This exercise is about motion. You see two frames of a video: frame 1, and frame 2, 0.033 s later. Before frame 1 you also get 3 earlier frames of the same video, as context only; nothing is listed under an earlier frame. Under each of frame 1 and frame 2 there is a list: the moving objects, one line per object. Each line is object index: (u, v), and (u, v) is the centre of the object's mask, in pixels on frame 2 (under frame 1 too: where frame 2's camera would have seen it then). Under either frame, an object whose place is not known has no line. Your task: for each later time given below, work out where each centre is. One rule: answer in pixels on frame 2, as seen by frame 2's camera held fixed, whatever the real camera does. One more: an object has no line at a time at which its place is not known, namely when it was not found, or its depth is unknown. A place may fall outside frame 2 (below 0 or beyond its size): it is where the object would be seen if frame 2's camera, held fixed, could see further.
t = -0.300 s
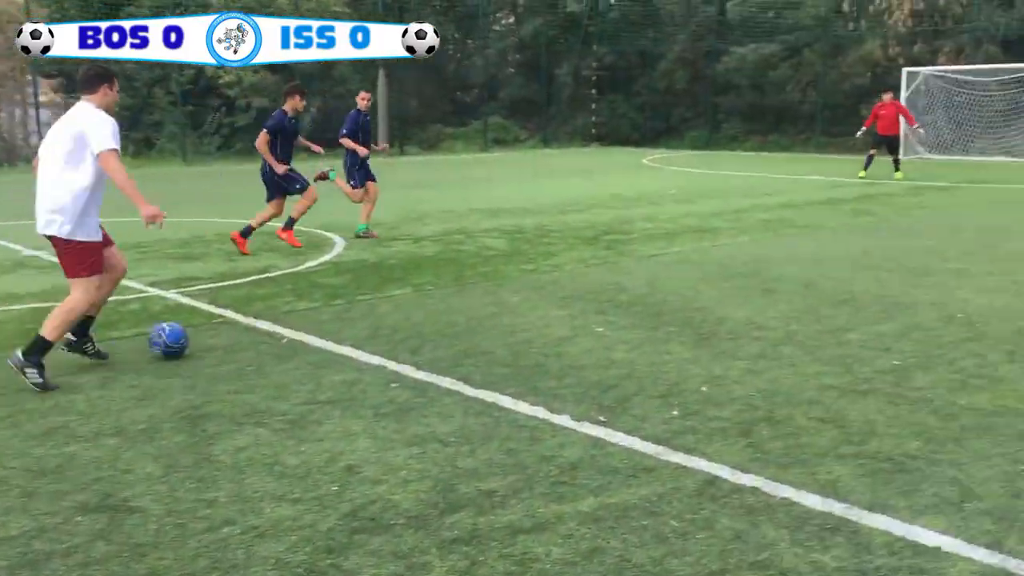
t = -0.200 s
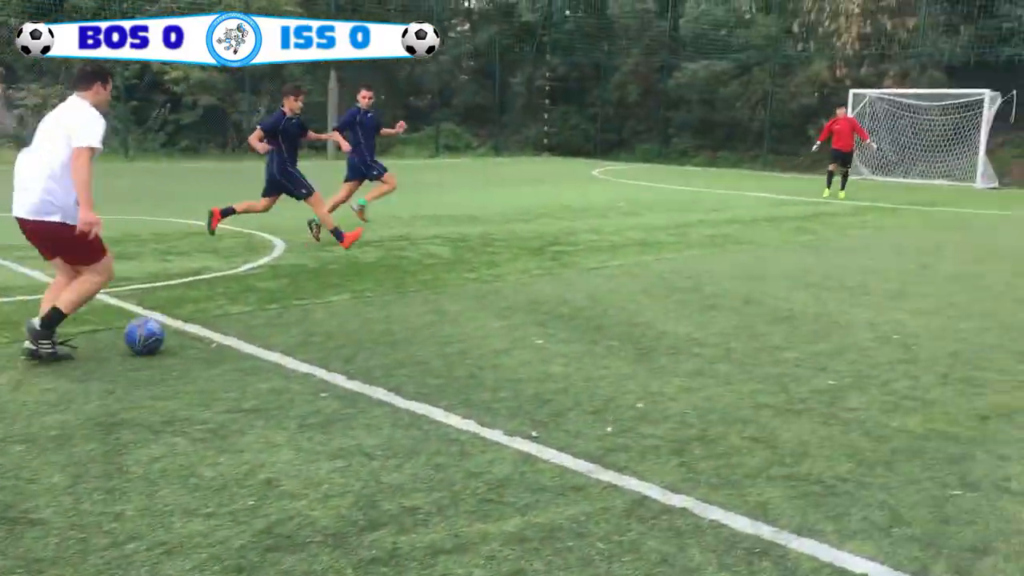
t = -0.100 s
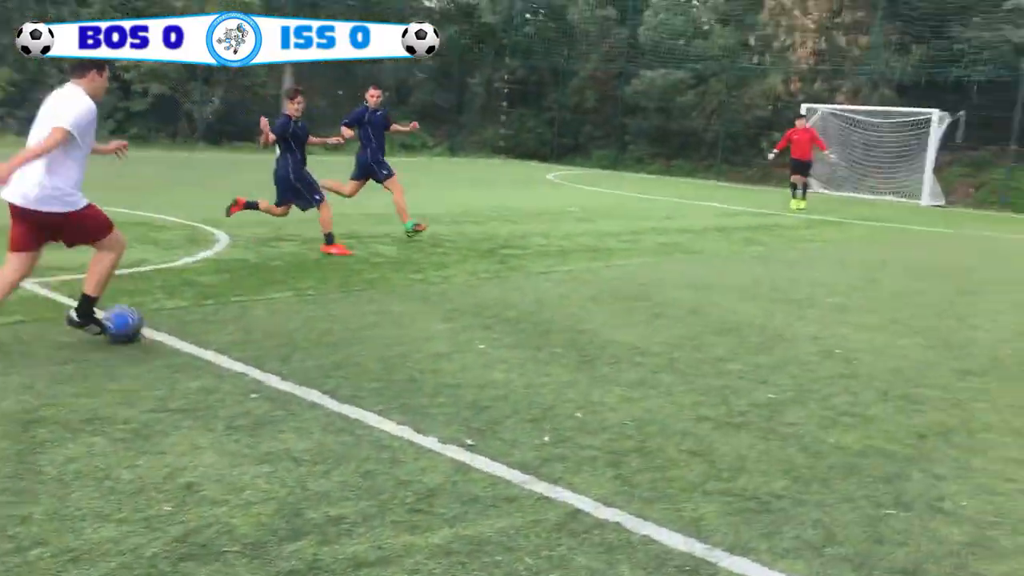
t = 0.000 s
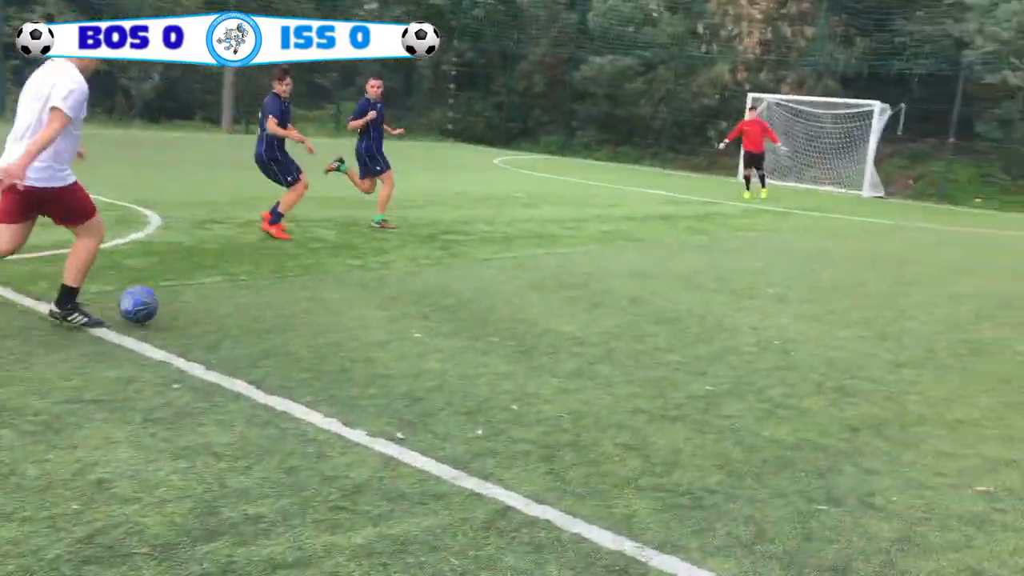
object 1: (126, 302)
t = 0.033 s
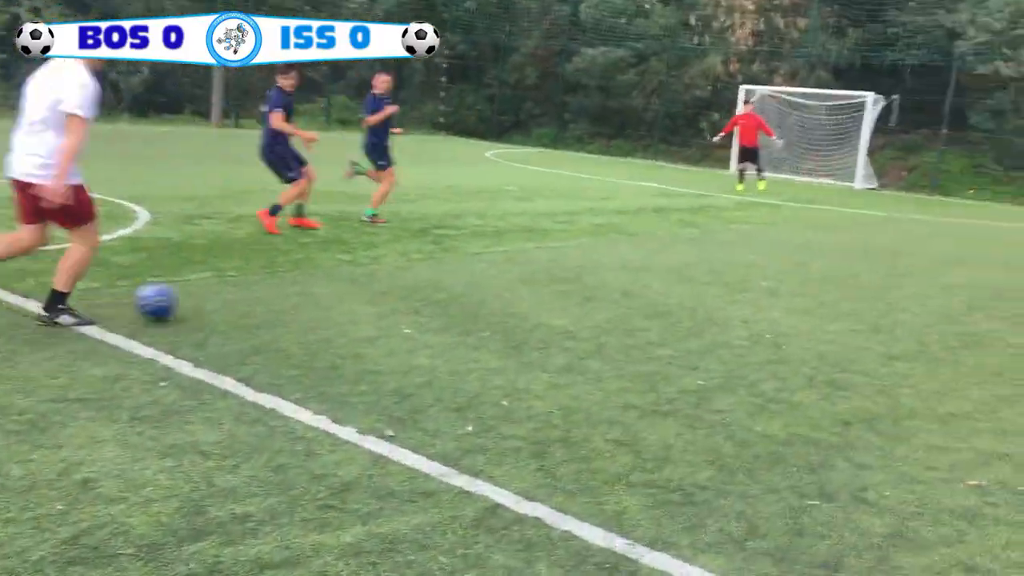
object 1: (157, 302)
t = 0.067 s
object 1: (188, 303)
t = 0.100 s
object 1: (212, 300)
